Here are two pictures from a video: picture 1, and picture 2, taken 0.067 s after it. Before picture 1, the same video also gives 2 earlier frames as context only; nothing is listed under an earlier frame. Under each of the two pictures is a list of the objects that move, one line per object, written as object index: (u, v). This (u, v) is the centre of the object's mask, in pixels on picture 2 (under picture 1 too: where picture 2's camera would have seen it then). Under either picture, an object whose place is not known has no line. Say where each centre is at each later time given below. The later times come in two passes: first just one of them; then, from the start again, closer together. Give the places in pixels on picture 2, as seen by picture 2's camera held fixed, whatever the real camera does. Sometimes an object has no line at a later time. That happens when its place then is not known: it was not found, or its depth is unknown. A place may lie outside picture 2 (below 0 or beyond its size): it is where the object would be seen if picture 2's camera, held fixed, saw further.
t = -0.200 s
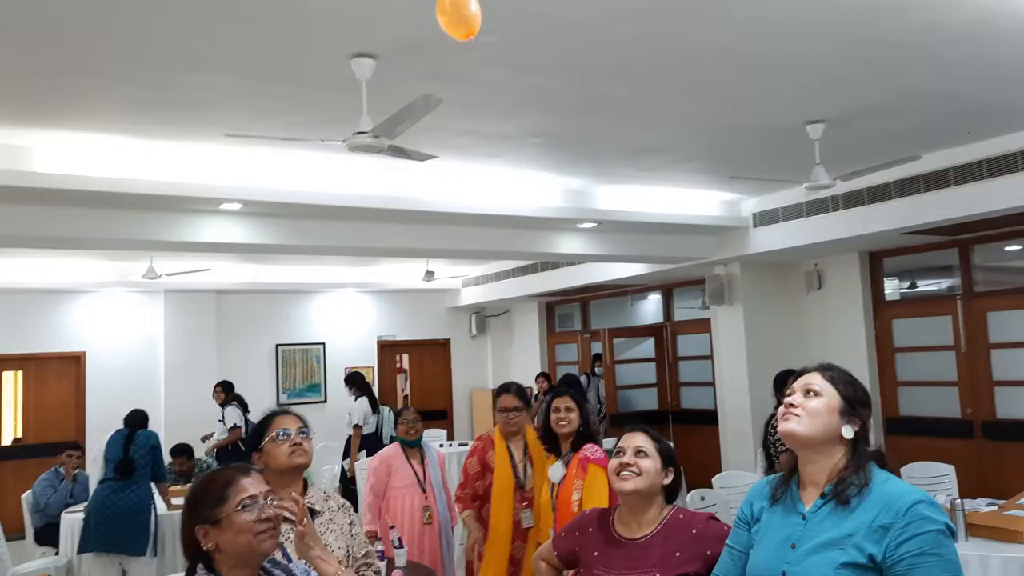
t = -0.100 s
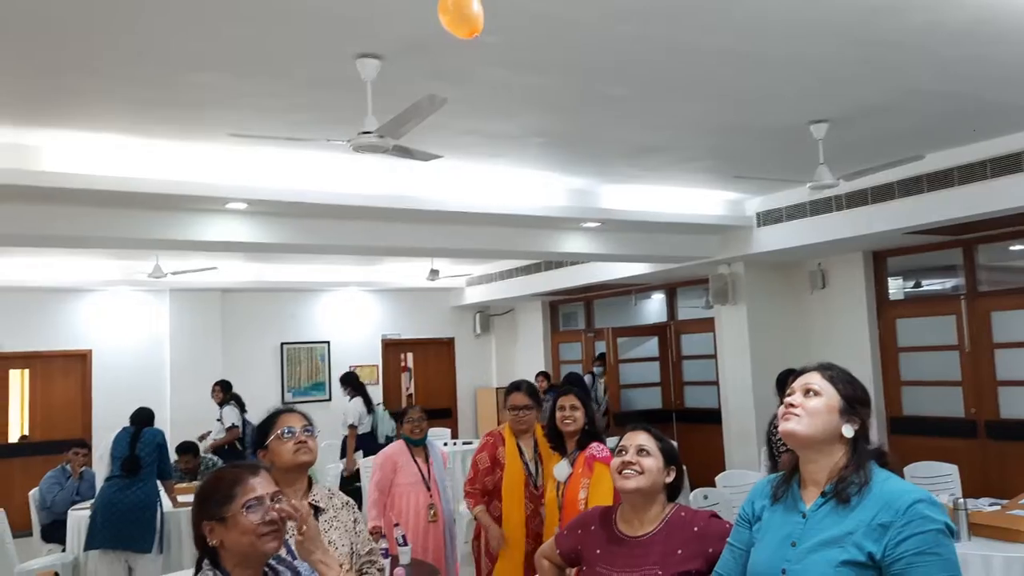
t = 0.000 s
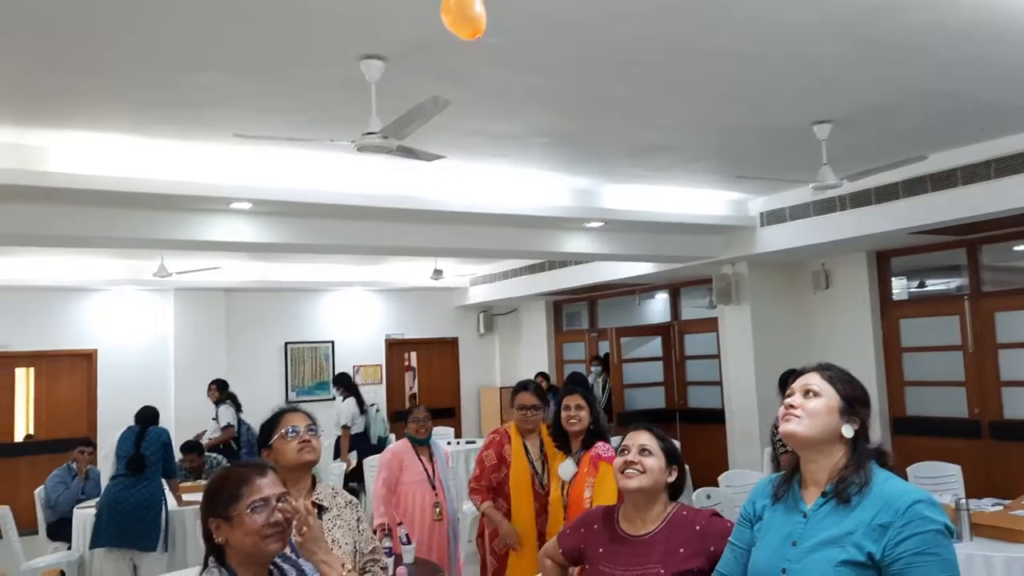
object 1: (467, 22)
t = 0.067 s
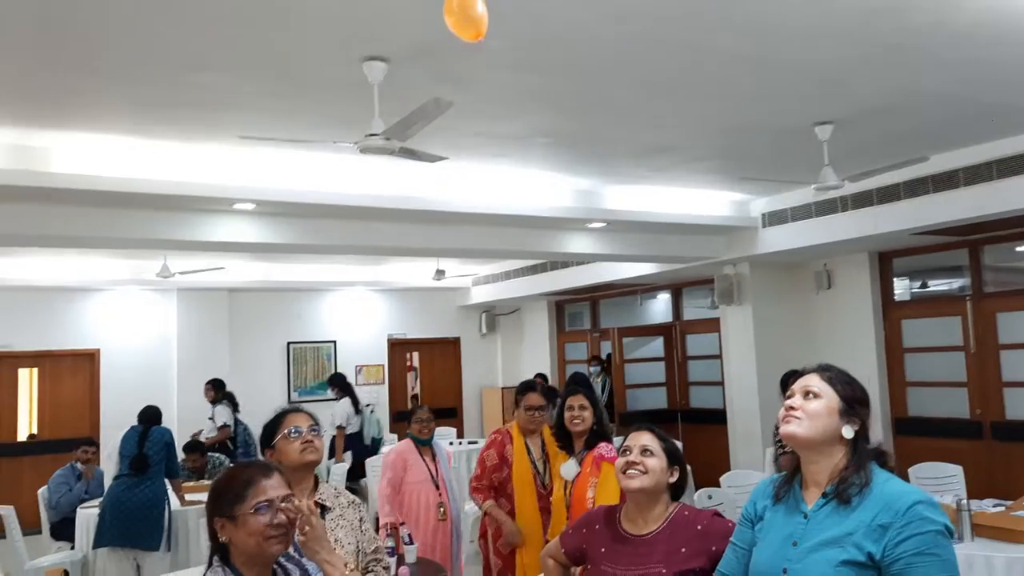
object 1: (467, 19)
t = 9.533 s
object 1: (545, 388)
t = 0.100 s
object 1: (467, 18)
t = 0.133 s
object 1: (466, 16)
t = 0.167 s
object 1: (466, 15)
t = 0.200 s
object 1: (467, 14)
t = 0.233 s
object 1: (467, 14)
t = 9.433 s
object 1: (550, 371)
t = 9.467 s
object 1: (549, 377)
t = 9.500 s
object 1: (547, 382)
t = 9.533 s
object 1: (545, 388)
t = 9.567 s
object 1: (543, 394)
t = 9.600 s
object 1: (541, 399)
